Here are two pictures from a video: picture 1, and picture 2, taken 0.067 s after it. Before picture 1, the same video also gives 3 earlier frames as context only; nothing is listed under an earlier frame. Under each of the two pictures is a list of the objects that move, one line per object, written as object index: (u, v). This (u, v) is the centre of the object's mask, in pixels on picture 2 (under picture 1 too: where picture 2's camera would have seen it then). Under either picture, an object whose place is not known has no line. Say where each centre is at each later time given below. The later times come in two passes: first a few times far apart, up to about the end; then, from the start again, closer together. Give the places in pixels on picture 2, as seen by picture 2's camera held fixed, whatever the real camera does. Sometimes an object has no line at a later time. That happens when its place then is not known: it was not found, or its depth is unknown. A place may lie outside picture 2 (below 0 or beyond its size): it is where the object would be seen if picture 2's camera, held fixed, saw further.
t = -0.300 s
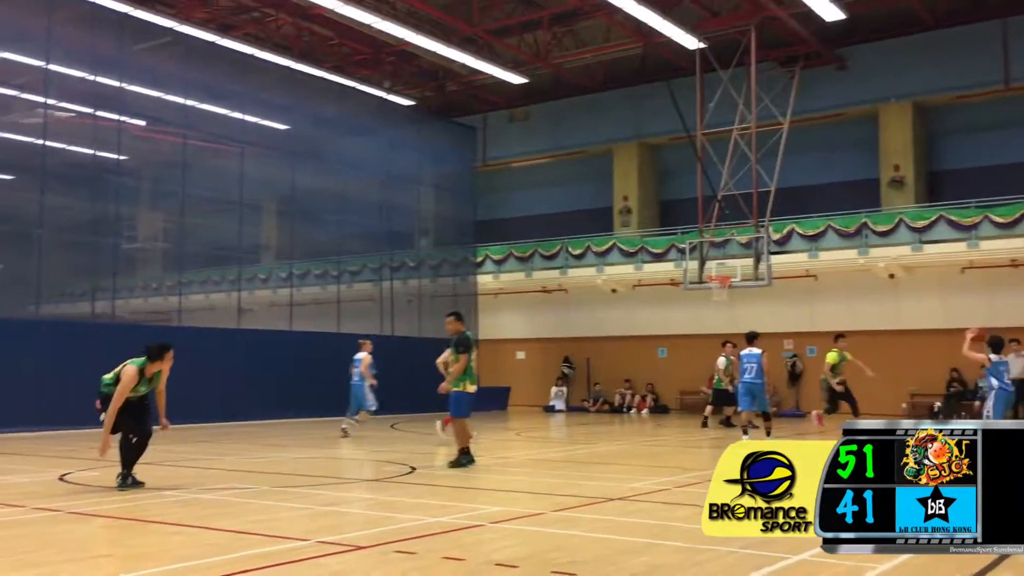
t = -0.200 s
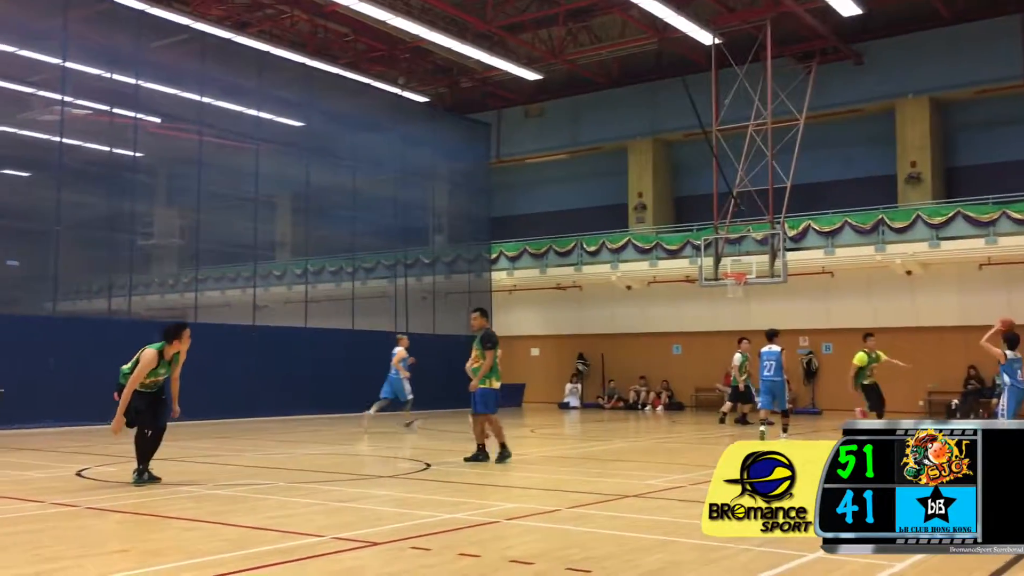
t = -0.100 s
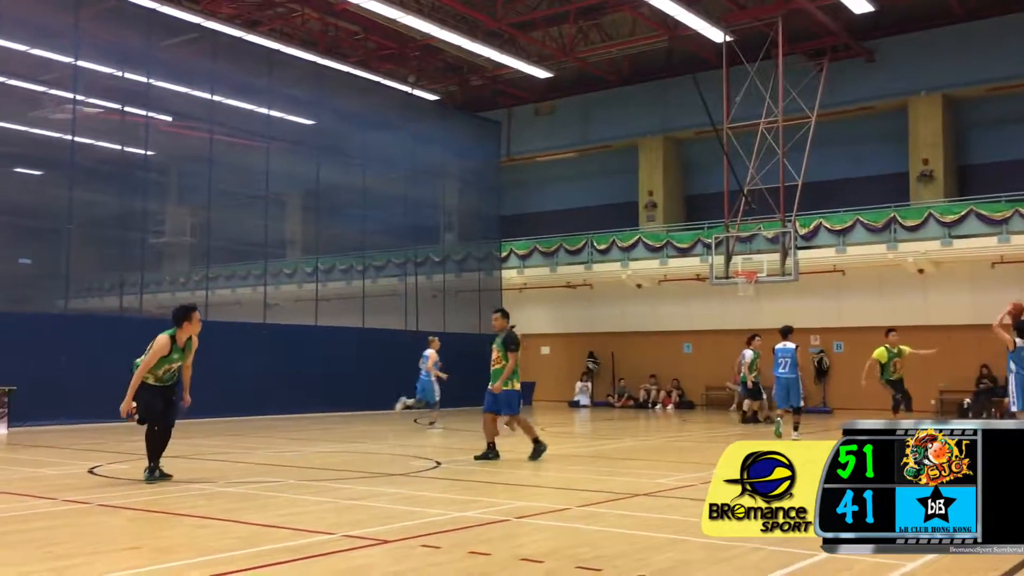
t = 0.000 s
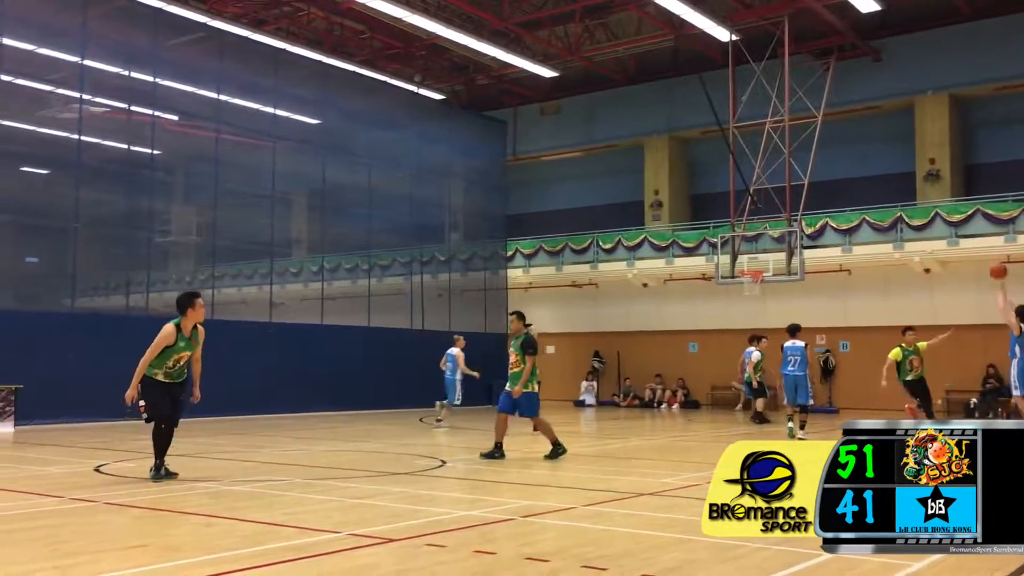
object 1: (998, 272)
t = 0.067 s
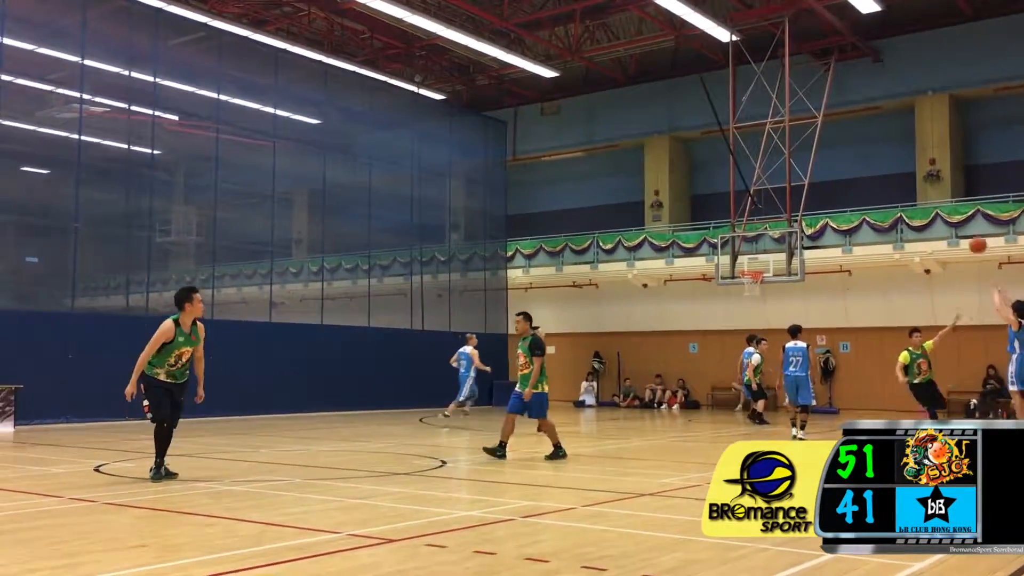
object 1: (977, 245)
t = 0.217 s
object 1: (936, 200)
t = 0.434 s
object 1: (884, 166)
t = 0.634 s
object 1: (844, 162)
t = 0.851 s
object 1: (808, 179)
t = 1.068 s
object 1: (775, 218)
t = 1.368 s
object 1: (744, 291)
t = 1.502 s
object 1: (745, 320)
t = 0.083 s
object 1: (973, 239)
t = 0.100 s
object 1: (969, 233)
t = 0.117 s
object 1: (964, 227)
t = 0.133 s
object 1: (958, 222)
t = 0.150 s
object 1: (954, 218)
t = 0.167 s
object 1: (949, 212)
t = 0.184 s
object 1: (945, 209)
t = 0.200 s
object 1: (940, 203)
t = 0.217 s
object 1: (936, 200)
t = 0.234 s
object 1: (932, 196)
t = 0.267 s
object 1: (923, 188)
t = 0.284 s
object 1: (919, 185)
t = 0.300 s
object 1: (915, 182)
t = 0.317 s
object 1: (910, 180)
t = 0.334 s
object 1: (907, 177)
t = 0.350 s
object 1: (903, 175)
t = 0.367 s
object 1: (899, 173)
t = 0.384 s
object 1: (896, 171)
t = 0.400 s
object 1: (892, 169)
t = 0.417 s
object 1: (888, 167)
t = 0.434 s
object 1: (884, 166)
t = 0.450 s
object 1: (882, 165)
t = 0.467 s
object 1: (878, 161)
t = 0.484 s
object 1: (874, 162)
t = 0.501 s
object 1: (871, 162)
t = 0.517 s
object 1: (867, 161)
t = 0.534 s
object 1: (864, 160)
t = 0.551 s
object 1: (861, 161)
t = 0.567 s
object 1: (857, 160)
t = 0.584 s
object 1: (854, 160)
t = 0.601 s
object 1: (850, 161)
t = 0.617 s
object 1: (848, 161)
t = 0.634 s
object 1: (844, 162)
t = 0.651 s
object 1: (842, 162)
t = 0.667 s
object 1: (839, 163)
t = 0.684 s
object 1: (836, 163)
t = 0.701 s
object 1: (833, 164)
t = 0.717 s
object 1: (830, 165)
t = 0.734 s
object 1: (827, 167)
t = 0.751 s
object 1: (824, 168)
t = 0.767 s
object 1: (822, 170)
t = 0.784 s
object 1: (818, 171)
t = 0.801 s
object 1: (817, 172)
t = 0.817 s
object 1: (813, 175)
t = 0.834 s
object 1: (810, 177)
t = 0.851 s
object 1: (808, 179)
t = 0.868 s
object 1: (805, 181)
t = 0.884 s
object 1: (802, 184)
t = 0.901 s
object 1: (800, 186)
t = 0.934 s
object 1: (795, 191)
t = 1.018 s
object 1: (782, 207)
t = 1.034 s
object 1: (780, 211)
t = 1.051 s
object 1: (777, 213)
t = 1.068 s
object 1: (775, 218)
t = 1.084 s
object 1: (773, 222)
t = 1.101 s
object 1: (770, 225)
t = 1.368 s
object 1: (744, 291)
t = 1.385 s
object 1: (744, 295)
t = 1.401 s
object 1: (744, 298)
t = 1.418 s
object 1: (745, 301)
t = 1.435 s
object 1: (745, 304)
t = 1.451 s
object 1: (745, 308)
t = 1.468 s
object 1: (745, 312)
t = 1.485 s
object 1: (745, 315)
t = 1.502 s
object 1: (745, 320)
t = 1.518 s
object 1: (746, 323)
